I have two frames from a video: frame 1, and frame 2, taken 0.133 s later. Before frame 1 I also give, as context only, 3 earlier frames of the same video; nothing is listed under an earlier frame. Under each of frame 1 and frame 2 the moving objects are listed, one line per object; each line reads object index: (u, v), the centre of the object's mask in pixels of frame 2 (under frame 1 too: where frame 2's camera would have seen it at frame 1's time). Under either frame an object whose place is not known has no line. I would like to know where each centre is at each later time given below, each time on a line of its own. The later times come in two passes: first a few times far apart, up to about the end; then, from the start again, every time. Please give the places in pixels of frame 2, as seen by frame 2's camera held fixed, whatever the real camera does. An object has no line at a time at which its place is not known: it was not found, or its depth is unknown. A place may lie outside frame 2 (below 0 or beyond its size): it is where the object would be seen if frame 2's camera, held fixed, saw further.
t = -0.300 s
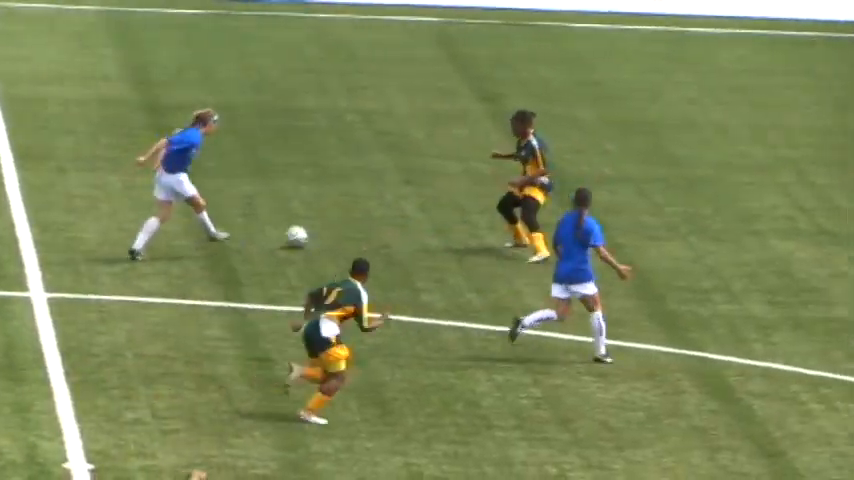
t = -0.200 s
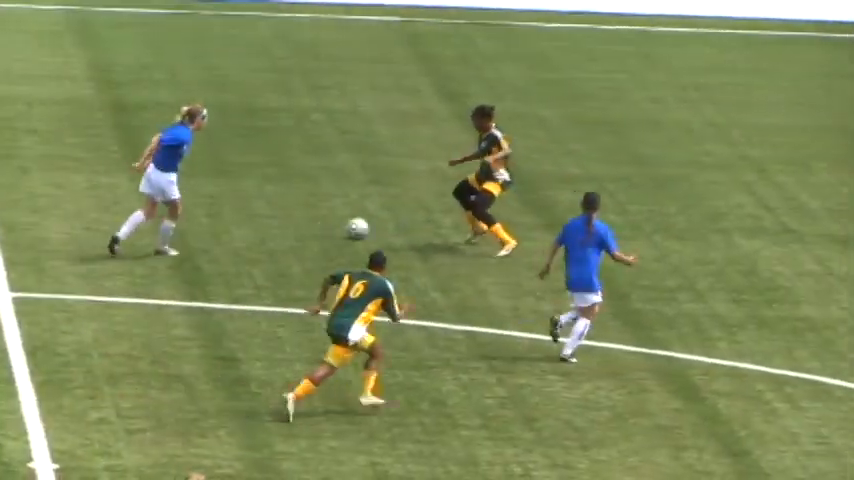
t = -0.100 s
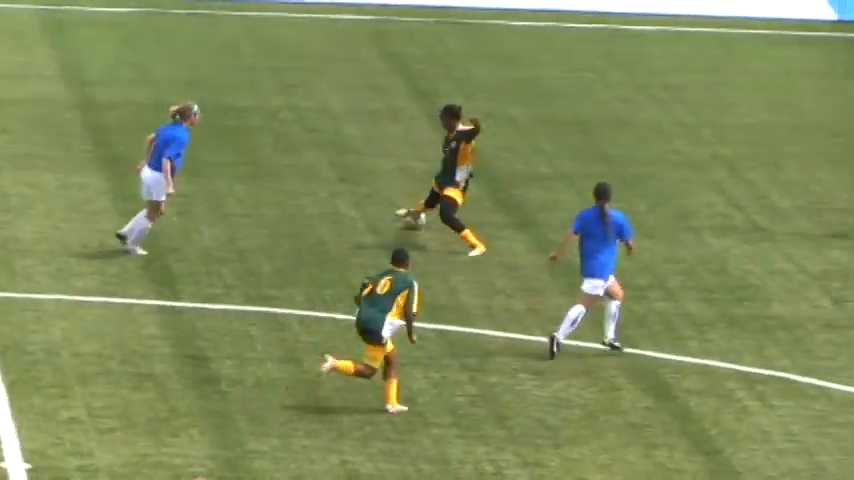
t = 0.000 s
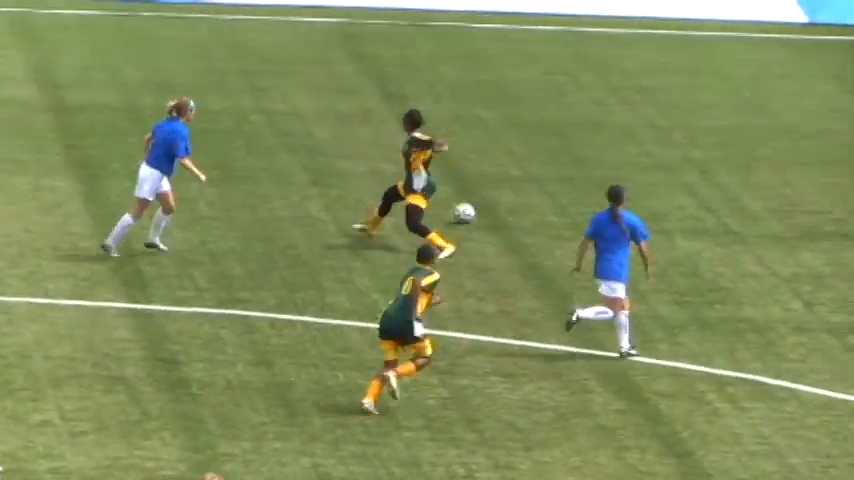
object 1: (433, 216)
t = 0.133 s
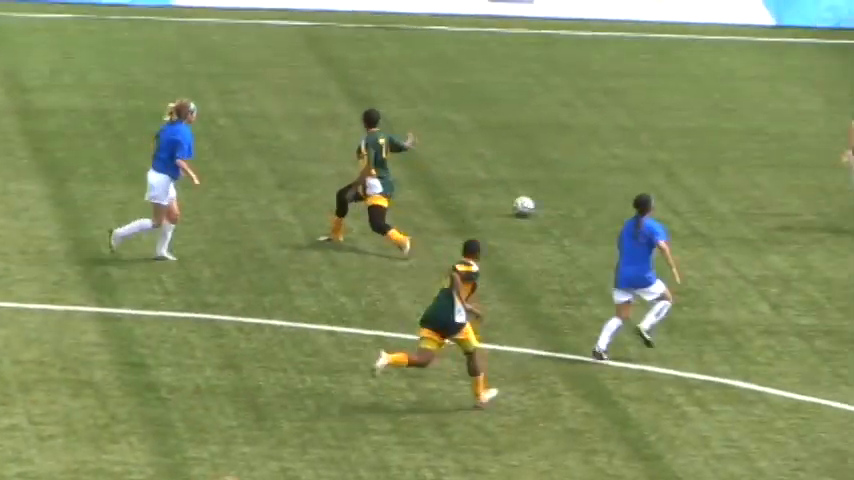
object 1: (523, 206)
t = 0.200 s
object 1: (564, 201)
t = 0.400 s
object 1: (672, 187)
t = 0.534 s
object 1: (732, 180)
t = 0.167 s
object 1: (545, 203)
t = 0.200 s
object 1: (564, 201)
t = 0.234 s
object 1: (584, 198)
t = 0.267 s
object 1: (603, 195)
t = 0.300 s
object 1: (621, 194)
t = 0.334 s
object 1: (639, 191)
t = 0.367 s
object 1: (655, 189)
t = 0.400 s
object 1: (672, 187)
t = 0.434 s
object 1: (687, 185)
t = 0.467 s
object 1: (702, 183)
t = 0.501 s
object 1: (718, 181)
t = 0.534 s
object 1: (732, 180)
